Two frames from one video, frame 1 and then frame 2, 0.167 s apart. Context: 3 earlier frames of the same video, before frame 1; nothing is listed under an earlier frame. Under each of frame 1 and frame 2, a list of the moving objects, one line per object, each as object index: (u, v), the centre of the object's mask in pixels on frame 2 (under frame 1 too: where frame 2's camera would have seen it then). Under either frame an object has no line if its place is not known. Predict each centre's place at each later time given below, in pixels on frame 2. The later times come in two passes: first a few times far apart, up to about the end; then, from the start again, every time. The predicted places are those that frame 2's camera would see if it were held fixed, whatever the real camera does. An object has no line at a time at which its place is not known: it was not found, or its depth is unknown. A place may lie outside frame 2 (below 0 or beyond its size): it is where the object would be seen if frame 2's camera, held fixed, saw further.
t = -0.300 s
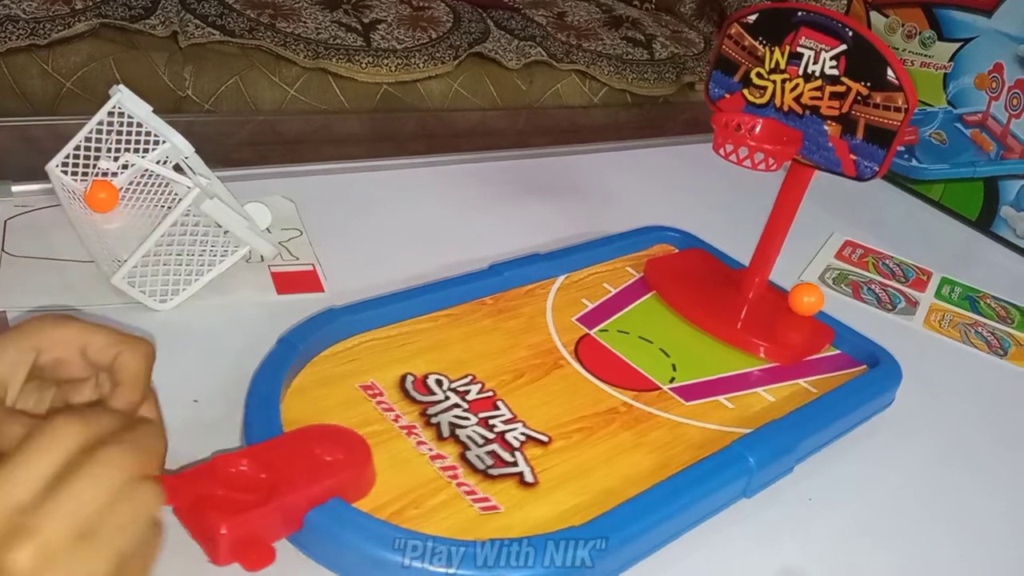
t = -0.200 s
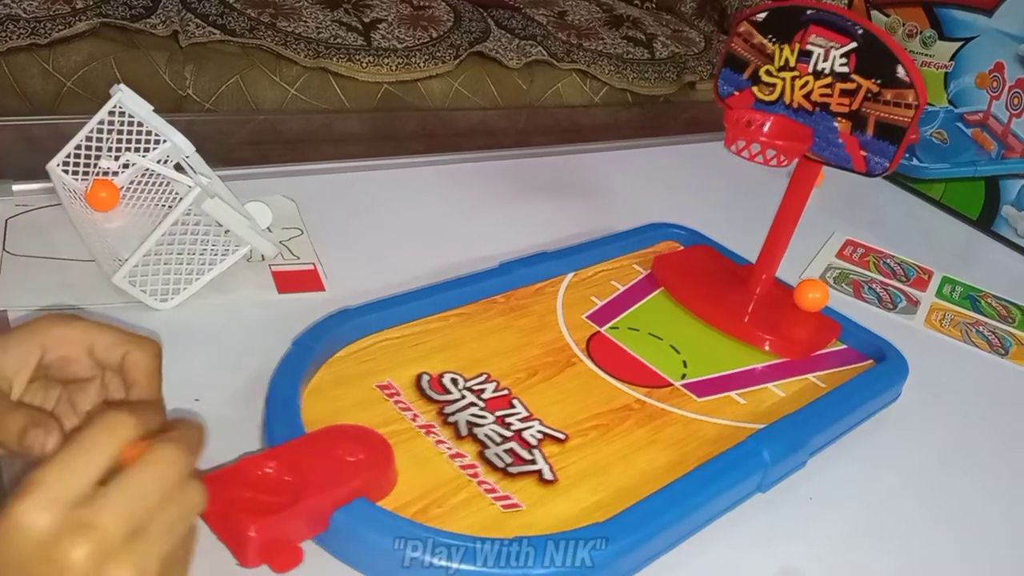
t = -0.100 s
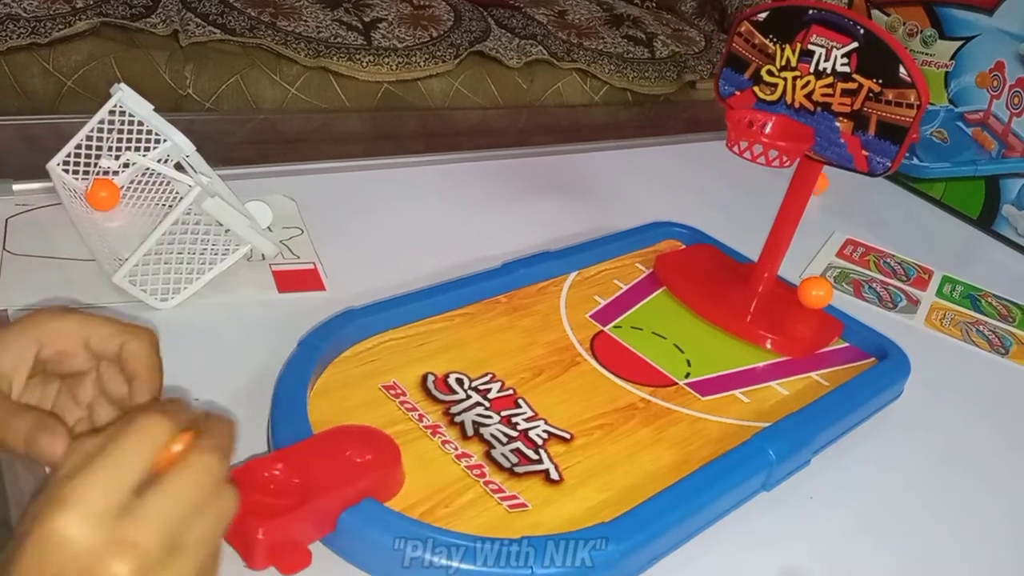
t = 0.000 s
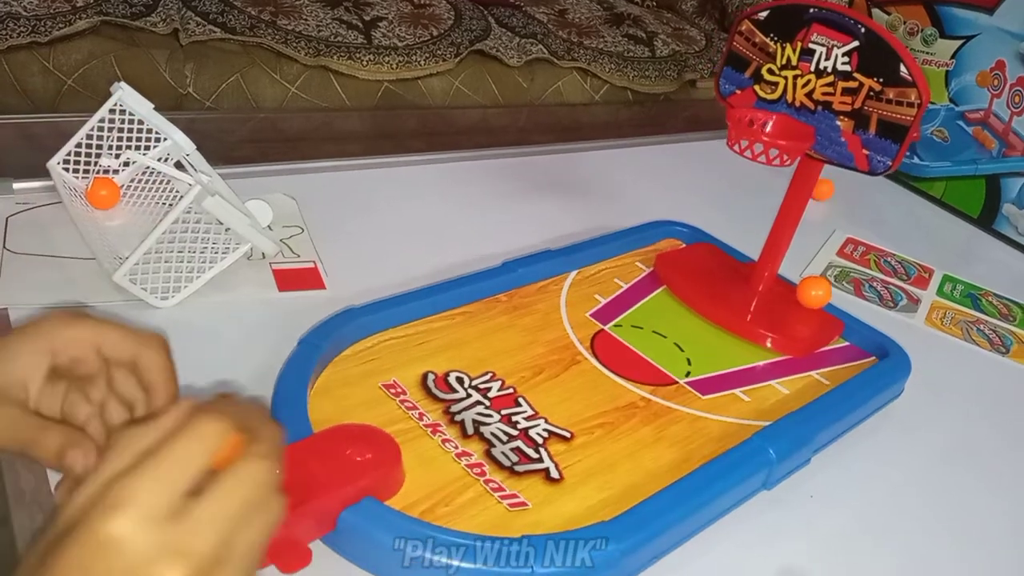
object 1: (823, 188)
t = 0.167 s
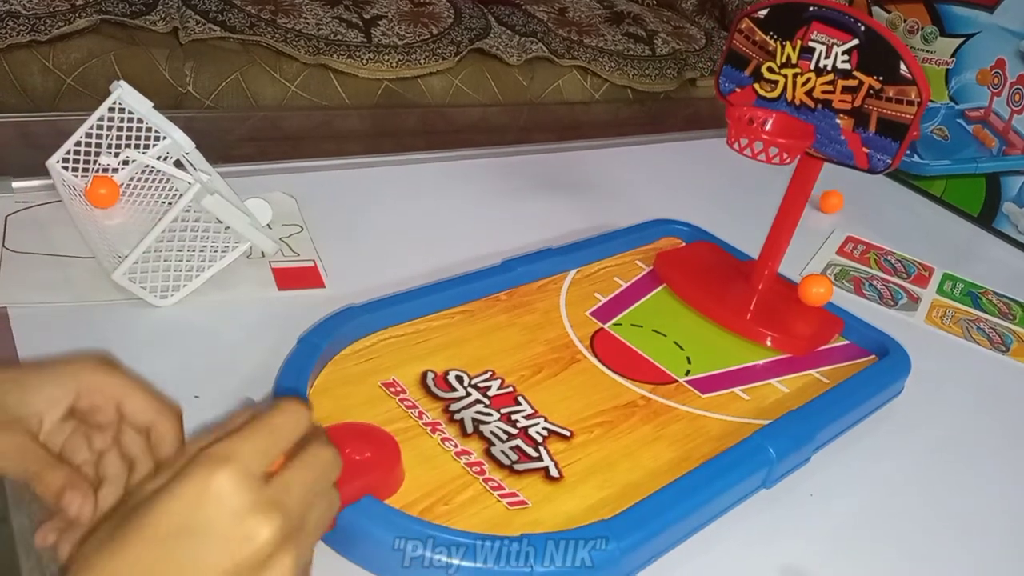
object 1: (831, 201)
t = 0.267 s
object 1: (836, 211)
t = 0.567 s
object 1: (854, 236)
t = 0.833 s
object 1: (872, 262)
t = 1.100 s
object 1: (896, 293)
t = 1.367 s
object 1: (925, 326)
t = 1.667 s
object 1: (964, 368)
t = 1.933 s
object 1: (1002, 406)
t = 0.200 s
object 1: (833, 205)
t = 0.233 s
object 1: (834, 208)
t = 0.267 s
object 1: (836, 211)
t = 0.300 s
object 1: (838, 214)
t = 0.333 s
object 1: (840, 217)
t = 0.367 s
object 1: (841, 219)
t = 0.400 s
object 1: (843, 221)
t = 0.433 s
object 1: (845, 224)
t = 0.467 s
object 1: (846, 227)
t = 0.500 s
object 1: (849, 230)
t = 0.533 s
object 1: (851, 233)
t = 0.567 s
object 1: (854, 236)
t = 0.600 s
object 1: (856, 239)
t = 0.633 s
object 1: (858, 243)
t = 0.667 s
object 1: (861, 245)
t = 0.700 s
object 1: (864, 249)
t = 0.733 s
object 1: (865, 252)
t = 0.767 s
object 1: (867, 256)
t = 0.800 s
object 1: (870, 259)
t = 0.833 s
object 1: (872, 262)
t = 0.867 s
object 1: (875, 266)
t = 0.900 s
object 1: (878, 270)
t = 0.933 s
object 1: (881, 273)
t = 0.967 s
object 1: (884, 276)
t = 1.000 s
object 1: (887, 281)
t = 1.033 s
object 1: (890, 285)
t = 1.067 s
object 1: (894, 288)
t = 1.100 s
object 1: (896, 293)
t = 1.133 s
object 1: (900, 296)
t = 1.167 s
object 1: (904, 300)
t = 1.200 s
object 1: (907, 304)
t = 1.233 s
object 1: (910, 308)
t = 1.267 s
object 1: (913, 313)
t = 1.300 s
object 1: (917, 317)
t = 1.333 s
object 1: (921, 321)
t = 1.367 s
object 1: (925, 326)
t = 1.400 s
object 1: (929, 330)
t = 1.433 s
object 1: (932, 335)
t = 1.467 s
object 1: (937, 339)
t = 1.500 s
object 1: (942, 343)
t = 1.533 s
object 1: (947, 348)
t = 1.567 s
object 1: (951, 353)
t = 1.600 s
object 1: (955, 358)
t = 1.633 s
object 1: (960, 363)
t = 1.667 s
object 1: (964, 368)
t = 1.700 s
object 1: (969, 372)
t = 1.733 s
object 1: (974, 377)
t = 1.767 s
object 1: (979, 382)
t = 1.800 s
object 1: (984, 386)
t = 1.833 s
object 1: (988, 391)
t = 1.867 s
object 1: (993, 397)
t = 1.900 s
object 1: (997, 401)
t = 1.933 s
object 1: (1002, 406)
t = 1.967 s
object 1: (1007, 411)
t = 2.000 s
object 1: (1012, 415)
